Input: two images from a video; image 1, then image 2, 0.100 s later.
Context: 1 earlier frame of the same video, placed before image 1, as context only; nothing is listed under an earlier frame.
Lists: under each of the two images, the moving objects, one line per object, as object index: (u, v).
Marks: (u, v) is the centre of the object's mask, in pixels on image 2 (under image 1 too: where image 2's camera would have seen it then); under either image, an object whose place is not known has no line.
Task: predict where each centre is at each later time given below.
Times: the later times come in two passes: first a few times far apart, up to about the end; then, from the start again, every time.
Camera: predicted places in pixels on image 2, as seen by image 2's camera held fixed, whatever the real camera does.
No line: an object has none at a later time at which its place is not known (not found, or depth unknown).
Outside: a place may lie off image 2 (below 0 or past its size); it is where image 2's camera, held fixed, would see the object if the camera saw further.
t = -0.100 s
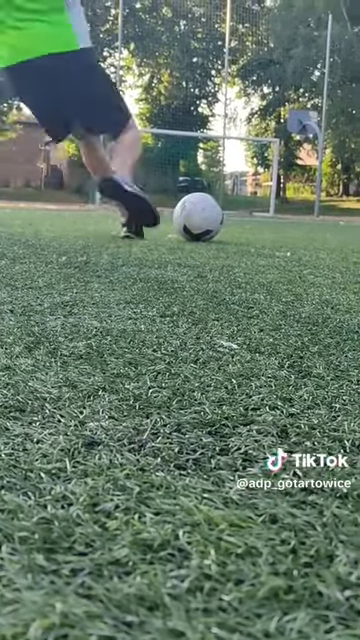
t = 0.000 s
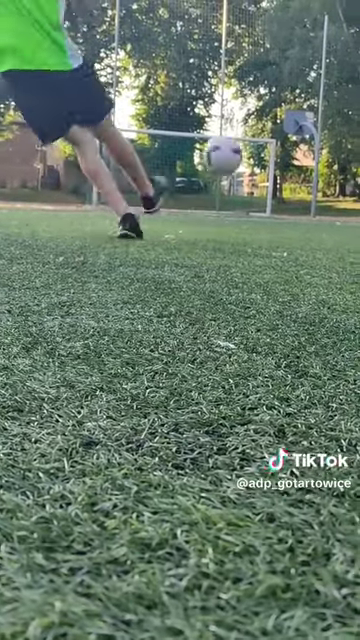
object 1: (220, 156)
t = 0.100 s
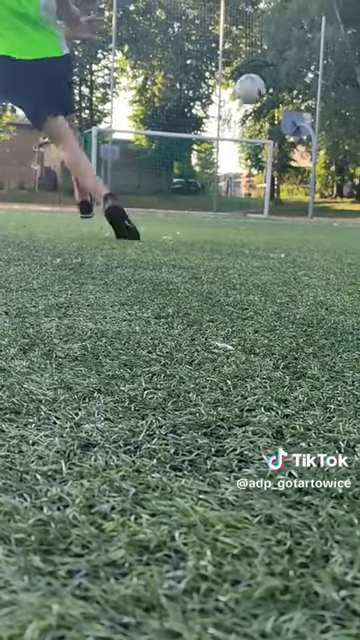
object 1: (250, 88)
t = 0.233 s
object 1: (271, 49)
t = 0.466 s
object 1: (288, 31)
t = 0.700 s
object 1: (298, 41)
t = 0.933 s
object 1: (303, 67)
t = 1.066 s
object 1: (306, 85)
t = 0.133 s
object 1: (256, 75)
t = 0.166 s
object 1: (262, 65)
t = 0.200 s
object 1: (267, 55)
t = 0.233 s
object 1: (271, 49)
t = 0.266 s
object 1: (274, 43)
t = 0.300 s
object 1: (277, 38)
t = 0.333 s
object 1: (280, 35)
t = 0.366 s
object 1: (282, 34)
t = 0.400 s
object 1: (284, 32)
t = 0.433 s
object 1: (287, 32)
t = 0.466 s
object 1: (288, 31)
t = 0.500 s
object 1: (290, 32)
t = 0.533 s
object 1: (292, 33)
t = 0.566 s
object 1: (294, 34)
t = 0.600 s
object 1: (295, 35)
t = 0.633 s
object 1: (296, 37)
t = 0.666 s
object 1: (297, 39)
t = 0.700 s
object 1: (298, 41)
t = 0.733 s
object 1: (299, 45)
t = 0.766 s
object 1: (300, 48)
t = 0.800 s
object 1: (301, 51)
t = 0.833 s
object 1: (302, 55)
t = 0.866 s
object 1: (302, 59)
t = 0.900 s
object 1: (303, 64)
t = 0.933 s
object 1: (303, 67)
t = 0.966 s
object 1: (304, 71)
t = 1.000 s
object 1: (306, 76)
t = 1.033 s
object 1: (306, 80)
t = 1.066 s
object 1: (306, 85)
